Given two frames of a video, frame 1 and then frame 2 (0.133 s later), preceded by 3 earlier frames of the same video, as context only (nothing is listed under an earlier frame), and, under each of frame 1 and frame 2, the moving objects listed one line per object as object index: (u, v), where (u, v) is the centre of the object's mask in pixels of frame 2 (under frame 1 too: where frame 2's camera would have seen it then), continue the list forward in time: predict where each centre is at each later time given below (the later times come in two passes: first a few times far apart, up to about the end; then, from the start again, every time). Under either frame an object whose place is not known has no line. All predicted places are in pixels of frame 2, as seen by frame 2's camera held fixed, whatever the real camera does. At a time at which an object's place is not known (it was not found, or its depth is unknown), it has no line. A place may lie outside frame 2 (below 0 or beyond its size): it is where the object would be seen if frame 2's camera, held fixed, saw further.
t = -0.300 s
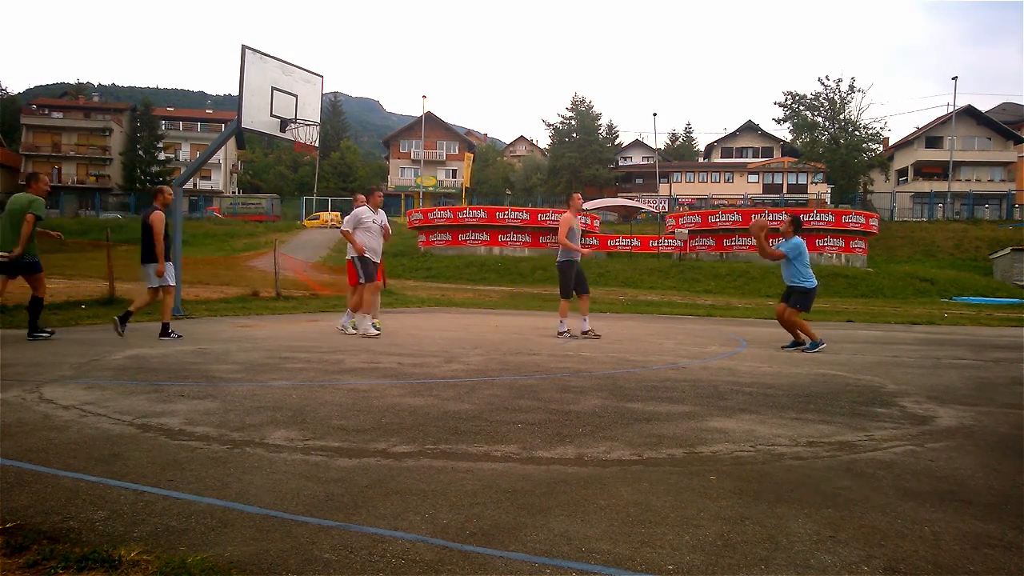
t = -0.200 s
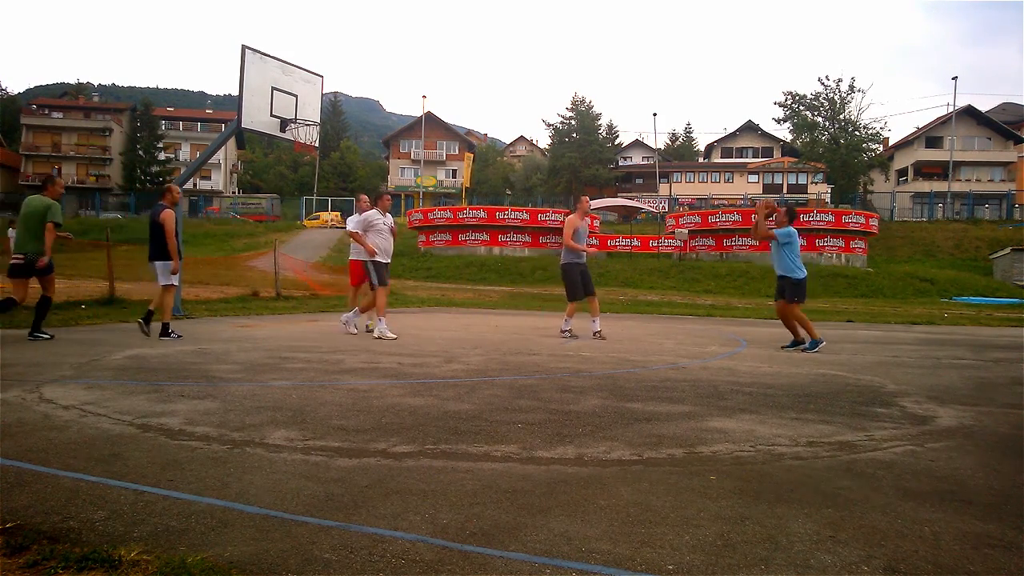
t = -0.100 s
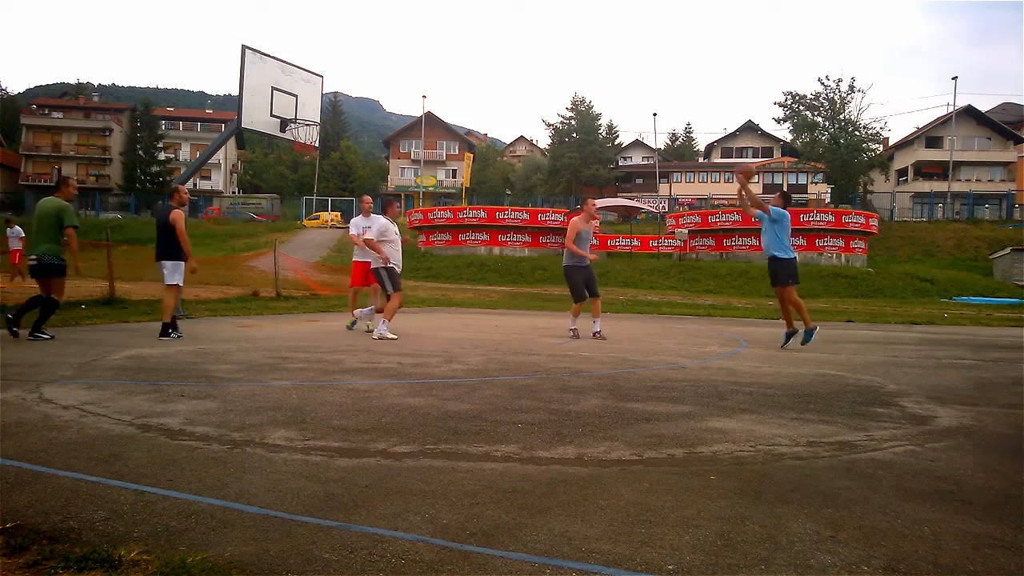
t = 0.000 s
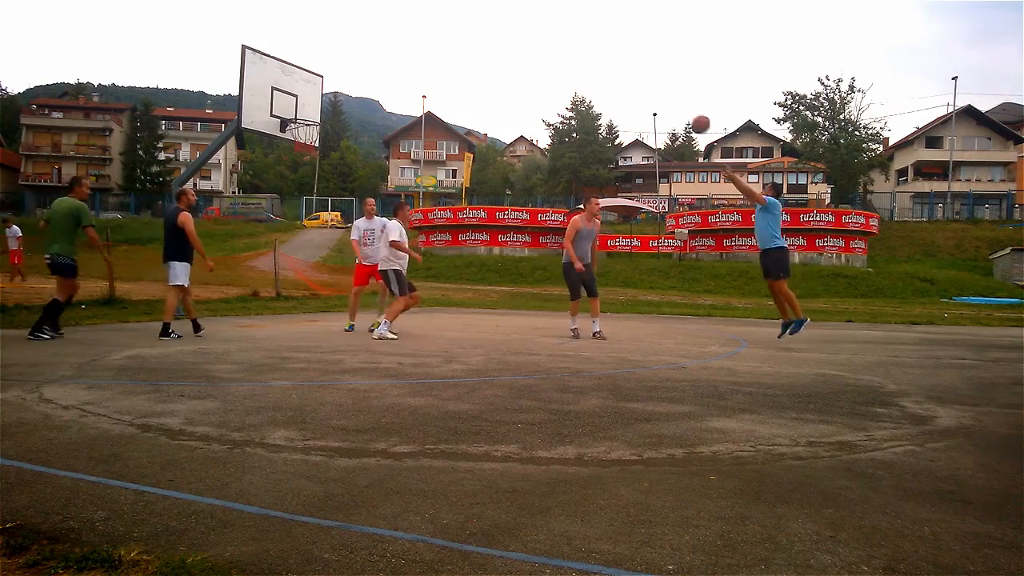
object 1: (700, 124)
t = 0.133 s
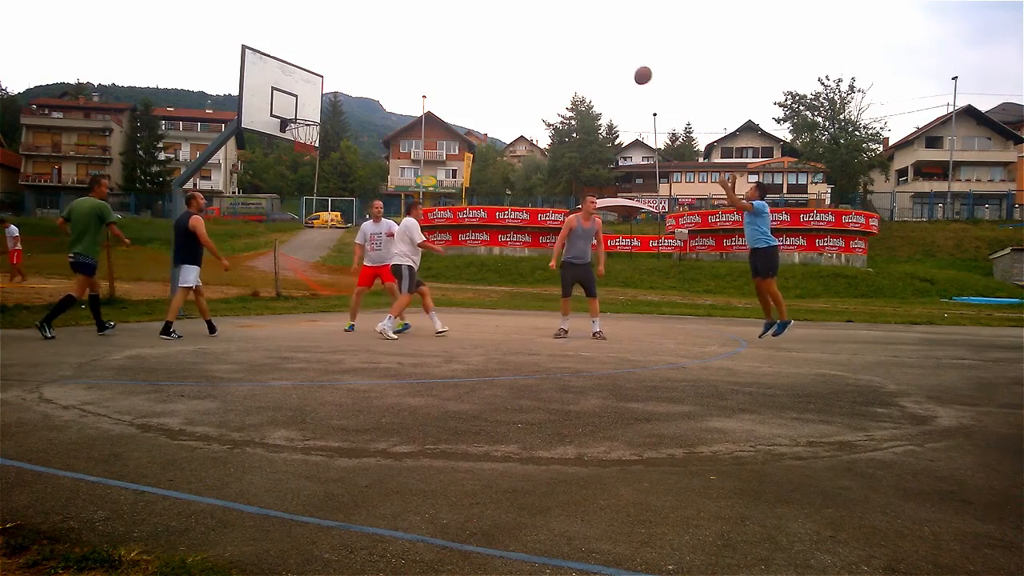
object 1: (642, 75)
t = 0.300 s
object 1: (575, 37)
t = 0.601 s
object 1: (463, 22)
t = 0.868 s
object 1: (375, 63)
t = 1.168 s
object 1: (333, 95)
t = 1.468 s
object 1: (370, 74)
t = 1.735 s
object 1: (404, 107)
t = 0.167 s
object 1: (629, 65)
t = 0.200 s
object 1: (615, 57)
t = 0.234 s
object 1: (601, 49)
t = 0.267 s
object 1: (588, 42)
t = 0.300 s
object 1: (575, 37)
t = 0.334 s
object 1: (562, 32)
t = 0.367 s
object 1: (549, 27)
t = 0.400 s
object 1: (536, 24)
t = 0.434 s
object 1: (523, 22)
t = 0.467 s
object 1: (511, 20)
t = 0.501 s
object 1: (499, 20)
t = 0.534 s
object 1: (487, 20)
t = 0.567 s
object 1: (475, 21)
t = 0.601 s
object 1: (463, 22)
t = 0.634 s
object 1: (451, 25)
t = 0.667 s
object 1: (440, 28)
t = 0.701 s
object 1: (429, 32)
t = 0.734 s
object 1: (418, 37)
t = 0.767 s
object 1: (407, 42)
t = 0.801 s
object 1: (396, 49)
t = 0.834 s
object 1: (385, 56)
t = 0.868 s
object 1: (375, 63)
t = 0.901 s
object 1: (364, 72)
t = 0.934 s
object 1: (354, 81)
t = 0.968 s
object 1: (344, 91)
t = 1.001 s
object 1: (335, 98)
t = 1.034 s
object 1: (325, 110)
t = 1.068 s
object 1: (321, 113)
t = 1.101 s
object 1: (325, 106)
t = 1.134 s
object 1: (329, 98)
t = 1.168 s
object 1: (333, 95)
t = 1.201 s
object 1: (338, 90)
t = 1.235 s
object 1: (342, 85)
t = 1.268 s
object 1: (346, 81)
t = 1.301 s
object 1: (350, 78)
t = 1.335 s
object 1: (354, 76)
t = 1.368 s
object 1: (358, 75)
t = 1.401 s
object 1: (362, 74)
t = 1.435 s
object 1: (366, 74)
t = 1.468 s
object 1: (370, 74)
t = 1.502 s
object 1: (375, 76)
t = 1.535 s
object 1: (379, 78)
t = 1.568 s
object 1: (383, 81)
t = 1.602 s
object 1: (387, 84)
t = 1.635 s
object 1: (391, 89)
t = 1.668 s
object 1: (395, 94)
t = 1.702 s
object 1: (400, 100)
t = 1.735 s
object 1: (404, 107)
